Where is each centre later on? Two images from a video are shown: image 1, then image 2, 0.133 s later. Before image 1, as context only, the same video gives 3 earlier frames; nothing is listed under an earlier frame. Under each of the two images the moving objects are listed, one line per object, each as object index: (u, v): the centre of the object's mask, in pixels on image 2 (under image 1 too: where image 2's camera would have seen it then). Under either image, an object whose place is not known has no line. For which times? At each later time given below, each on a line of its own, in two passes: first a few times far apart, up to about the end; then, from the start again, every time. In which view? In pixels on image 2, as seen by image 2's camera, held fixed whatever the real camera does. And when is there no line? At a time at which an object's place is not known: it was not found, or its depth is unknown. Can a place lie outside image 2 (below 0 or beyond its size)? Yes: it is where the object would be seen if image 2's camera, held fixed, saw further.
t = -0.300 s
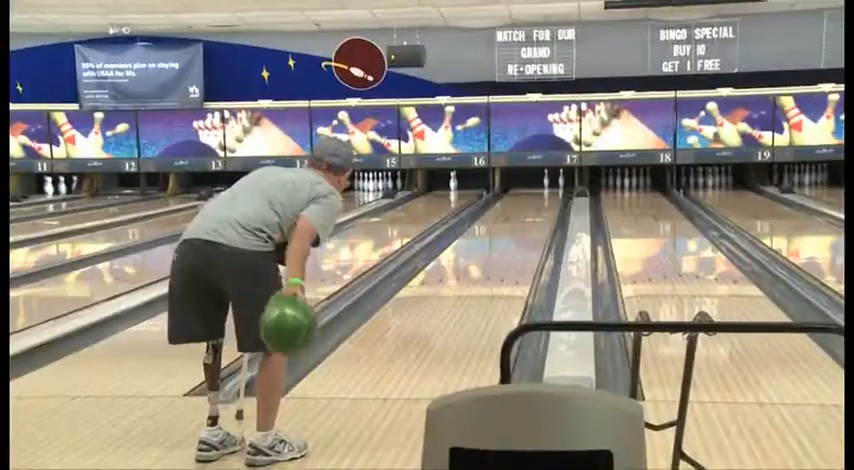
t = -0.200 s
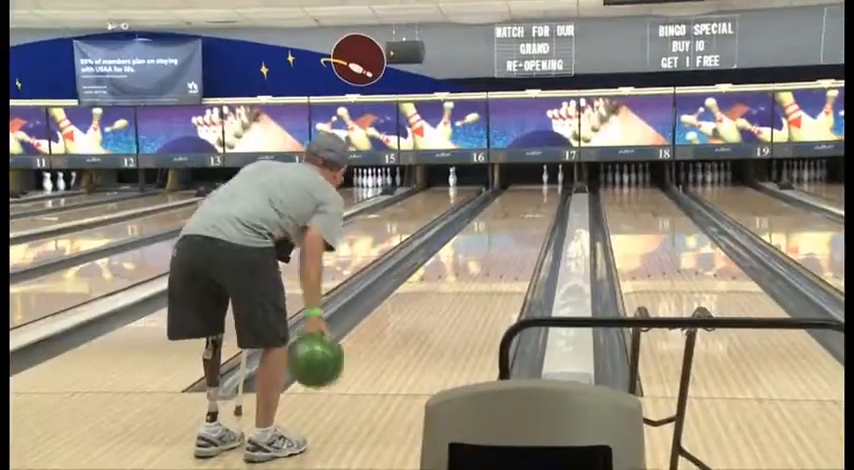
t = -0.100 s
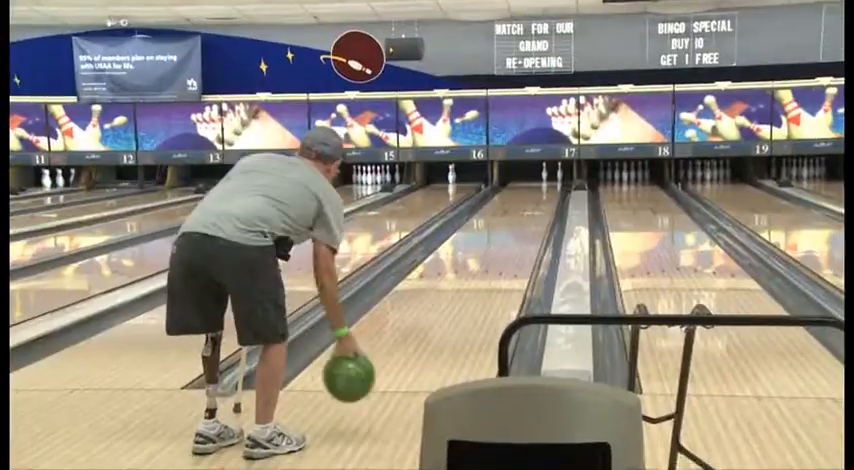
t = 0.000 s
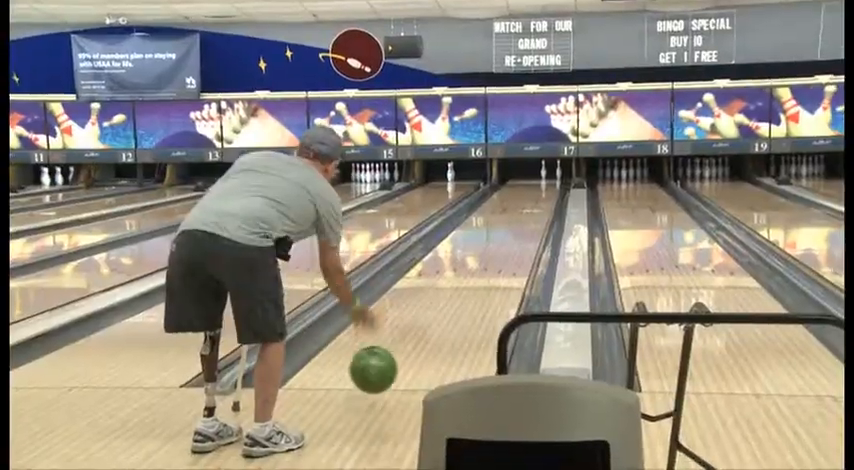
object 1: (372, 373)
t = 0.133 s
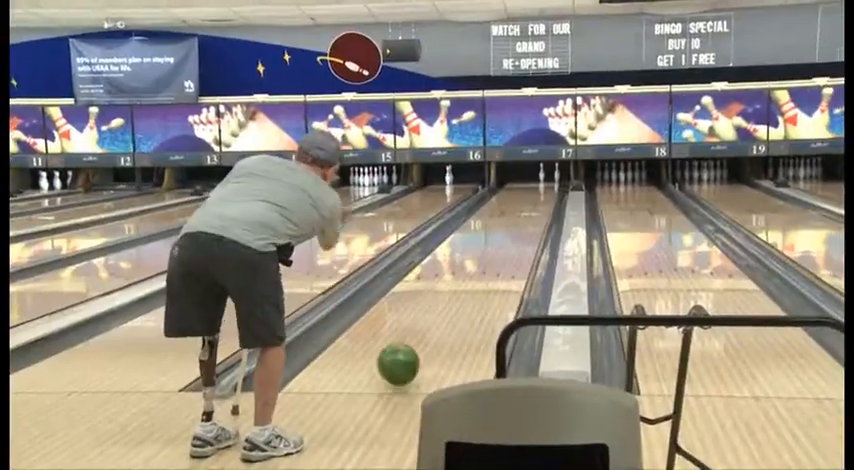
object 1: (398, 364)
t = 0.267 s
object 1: (419, 343)
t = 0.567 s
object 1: (453, 304)
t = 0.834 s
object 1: (474, 279)
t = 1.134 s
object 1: (492, 258)
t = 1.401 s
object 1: (504, 245)
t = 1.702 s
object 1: (514, 232)
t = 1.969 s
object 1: (522, 222)
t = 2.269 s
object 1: (528, 214)
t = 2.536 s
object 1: (533, 207)
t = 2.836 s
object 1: (537, 201)
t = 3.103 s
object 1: (539, 197)
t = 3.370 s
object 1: (540, 193)
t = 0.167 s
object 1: (404, 359)
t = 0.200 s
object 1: (409, 353)
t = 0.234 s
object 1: (414, 348)
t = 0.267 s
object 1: (419, 343)
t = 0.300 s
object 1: (423, 338)
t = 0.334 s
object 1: (428, 333)
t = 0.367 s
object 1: (432, 329)
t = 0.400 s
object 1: (436, 324)
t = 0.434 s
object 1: (439, 319)
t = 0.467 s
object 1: (443, 316)
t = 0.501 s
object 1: (446, 311)
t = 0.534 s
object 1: (450, 308)
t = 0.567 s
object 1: (453, 304)
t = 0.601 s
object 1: (456, 301)
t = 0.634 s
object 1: (459, 297)
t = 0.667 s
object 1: (462, 294)
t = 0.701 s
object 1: (464, 291)
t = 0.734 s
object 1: (467, 288)
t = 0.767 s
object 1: (470, 285)
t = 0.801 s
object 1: (472, 283)
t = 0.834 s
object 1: (474, 279)
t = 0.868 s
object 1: (477, 277)
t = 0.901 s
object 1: (479, 274)
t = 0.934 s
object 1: (481, 272)
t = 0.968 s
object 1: (483, 269)
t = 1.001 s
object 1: (485, 267)
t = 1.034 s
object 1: (487, 265)
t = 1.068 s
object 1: (488, 263)
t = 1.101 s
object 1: (490, 261)
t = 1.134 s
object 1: (492, 258)
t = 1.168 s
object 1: (494, 256)
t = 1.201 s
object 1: (495, 254)
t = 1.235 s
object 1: (497, 253)
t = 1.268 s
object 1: (498, 251)
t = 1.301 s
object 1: (500, 249)
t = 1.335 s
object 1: (501, 248)
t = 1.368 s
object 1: (503, 246)
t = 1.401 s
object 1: (504, 245)
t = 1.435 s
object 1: (505, 243)
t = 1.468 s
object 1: (506, 241)
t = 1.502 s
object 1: (508, 240)
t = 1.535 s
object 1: (509, 239)
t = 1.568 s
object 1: (511, 236)
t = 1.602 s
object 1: (511, 235)
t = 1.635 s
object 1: (512, 234)
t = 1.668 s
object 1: (514, 233)
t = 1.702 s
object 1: (514, 232)
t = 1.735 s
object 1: (515, 230)
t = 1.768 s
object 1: (517, 229)
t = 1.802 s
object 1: (517, 229)
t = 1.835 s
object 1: (517, 228)
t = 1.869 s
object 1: (519, 226)
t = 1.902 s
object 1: (520, 225)
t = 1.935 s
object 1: (521, 223)
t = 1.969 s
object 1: (522, 222)
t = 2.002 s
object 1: (523, 221)
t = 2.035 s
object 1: (523, 220)
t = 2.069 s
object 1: (523, 220)
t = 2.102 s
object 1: (524, 219)
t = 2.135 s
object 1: (526, 217)
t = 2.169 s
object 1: (526, 217)
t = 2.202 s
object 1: (527, 216)
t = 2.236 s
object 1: (527, 215)
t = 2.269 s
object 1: (528, 214)
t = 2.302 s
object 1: (528, 213)
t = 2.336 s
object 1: (529, 212)
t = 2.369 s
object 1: (530, 212)
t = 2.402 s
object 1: (531, 210)
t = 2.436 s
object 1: (531, 210)
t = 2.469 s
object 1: (531, 209)
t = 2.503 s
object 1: (532, 208)
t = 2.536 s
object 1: (533, 207)
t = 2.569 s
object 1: (533, 207)
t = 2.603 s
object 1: (533, 206)
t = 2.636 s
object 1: (534, 206)
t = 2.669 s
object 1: (535, 204)
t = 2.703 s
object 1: (535, 204)
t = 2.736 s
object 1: (535, 203)
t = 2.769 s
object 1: (536, 202)
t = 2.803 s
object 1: (536, 201)
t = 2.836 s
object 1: (537, 201)
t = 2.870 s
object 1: (537, 200)
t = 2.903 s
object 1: (537, 199)
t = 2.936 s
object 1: (537, 199)
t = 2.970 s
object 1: (538, 199)
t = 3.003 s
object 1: (538, 199)
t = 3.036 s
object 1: (538, 198)
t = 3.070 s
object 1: (538, 198)
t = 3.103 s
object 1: (539, 197)
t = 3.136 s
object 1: (539, 197)
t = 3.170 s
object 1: (539, 196)
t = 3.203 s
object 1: (540, 195)
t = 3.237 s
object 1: (540, 195)
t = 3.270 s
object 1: (540, 194)
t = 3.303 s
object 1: (540, 194)
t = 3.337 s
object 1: (540, 193)
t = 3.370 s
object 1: (540, 193)
